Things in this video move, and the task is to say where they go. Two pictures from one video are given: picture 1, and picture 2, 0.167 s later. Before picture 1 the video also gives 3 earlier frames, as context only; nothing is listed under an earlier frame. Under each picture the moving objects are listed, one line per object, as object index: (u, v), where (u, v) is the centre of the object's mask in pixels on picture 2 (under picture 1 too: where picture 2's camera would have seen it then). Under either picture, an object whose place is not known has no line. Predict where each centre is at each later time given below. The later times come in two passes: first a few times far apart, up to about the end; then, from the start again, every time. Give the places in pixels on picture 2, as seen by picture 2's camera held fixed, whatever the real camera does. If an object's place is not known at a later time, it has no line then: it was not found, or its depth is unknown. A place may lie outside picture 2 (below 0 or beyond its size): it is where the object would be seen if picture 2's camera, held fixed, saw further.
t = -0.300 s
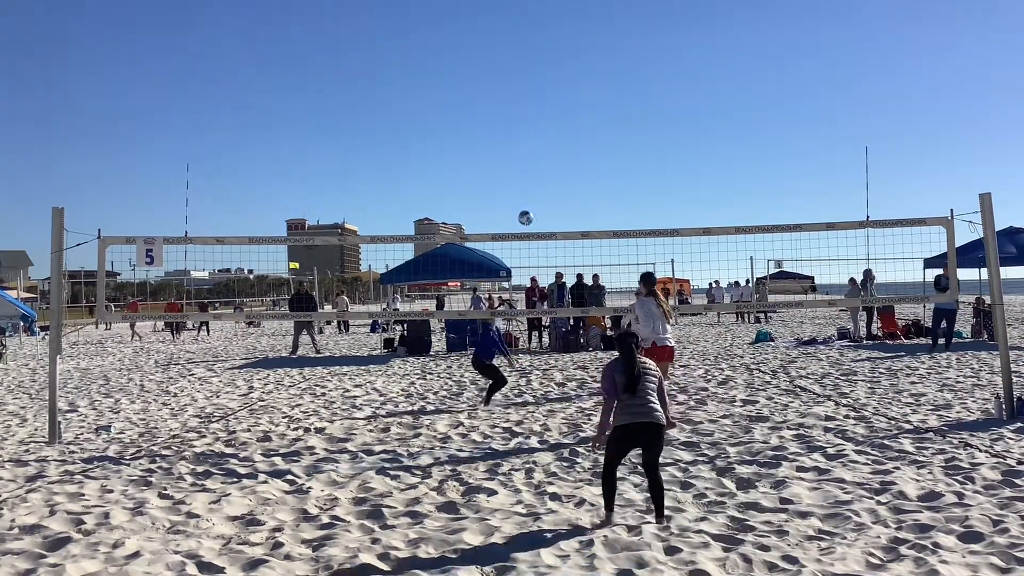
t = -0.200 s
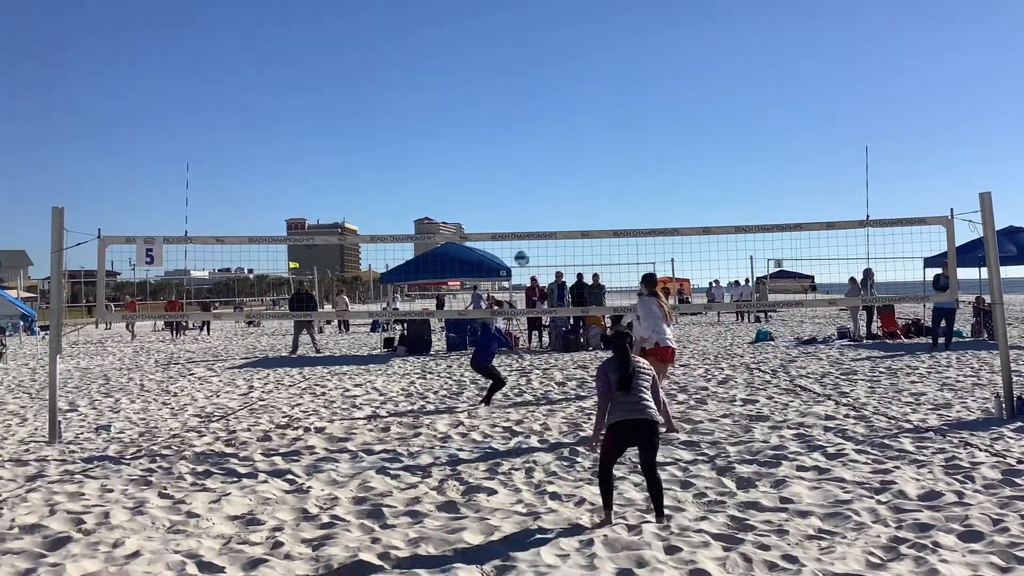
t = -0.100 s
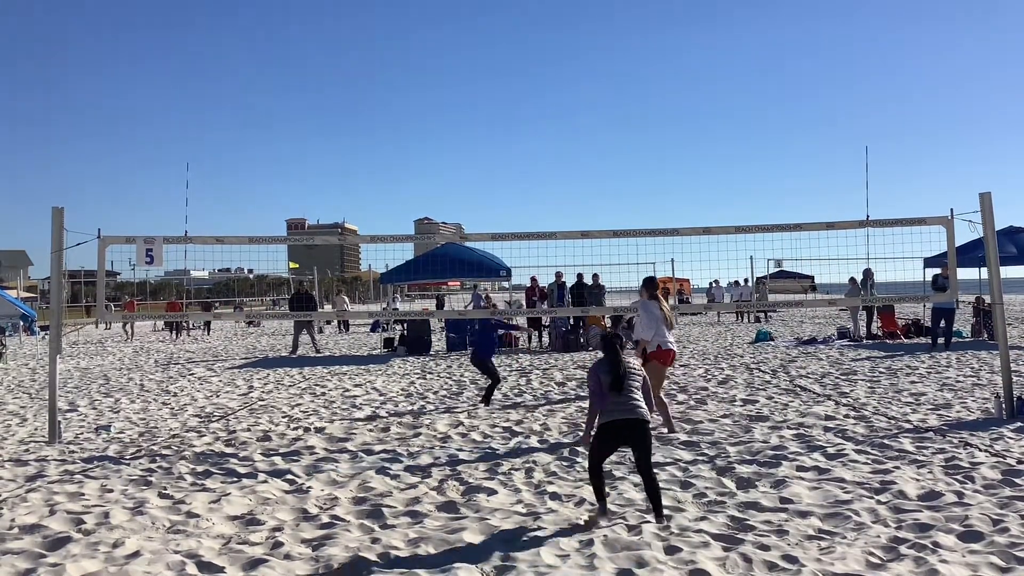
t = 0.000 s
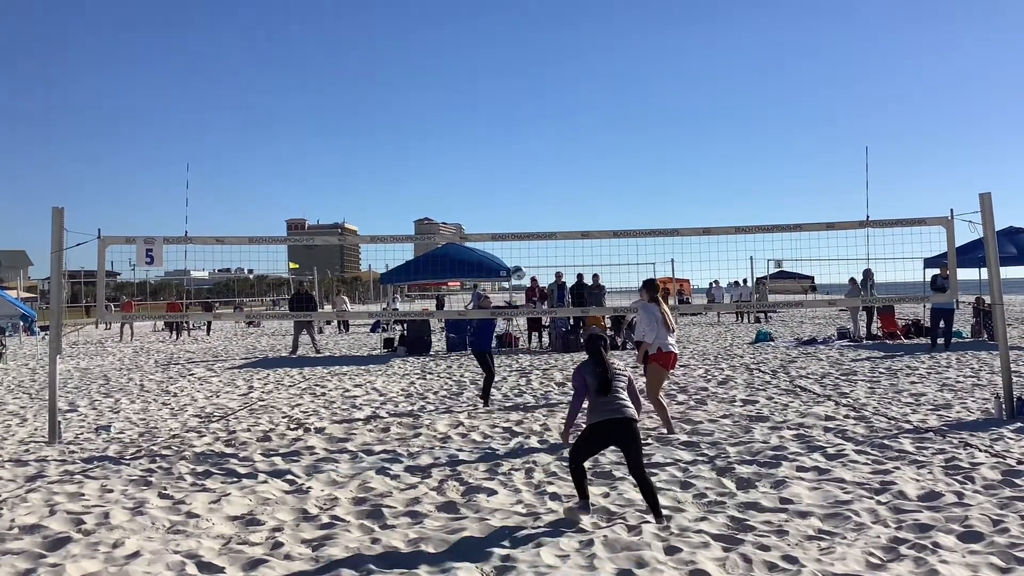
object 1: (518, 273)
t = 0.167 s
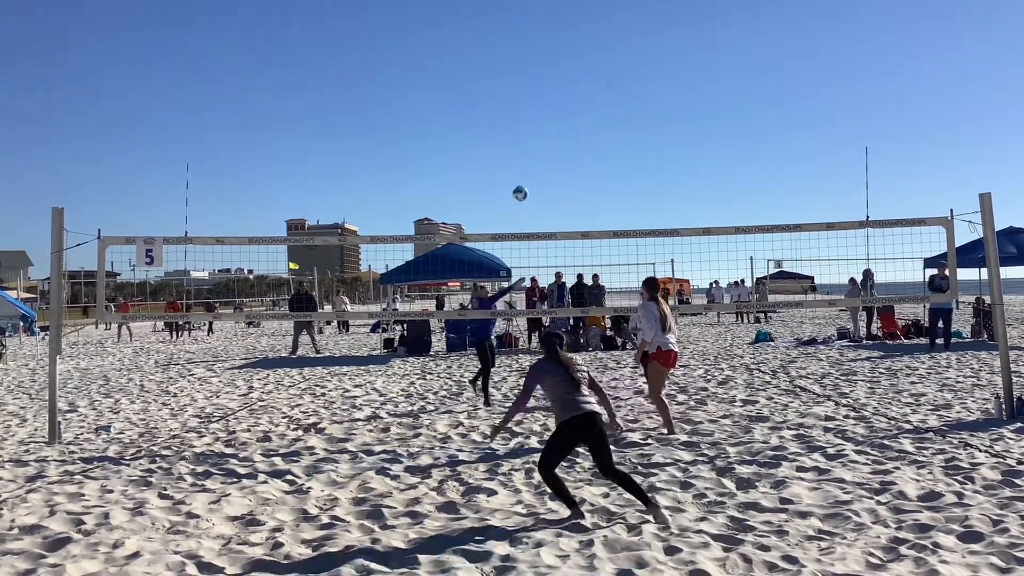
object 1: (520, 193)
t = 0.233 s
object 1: (521, 167)
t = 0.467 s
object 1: (527, 99)
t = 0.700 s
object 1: (536, 69)
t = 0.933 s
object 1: (548, 78)
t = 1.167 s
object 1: (562, 129)
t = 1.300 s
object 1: (572, 177)
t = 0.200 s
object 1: (521, 180)
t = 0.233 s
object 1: (521, 167)
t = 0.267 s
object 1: (522, 155)
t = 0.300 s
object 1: (522, 144)
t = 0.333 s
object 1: (524, 133)
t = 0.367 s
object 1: (525, 124)
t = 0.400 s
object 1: (526, 114)
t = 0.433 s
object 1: (526, 106)
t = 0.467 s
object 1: (527, 99)
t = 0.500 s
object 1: (529, 92)
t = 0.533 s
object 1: (530, 86)
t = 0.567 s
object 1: (531, 81)
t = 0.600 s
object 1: (533, 77)
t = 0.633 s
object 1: (534, 74)
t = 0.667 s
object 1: (535, 71)
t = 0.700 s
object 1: (536, 69)
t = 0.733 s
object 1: (538, 68)
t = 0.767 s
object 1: (539, 68)
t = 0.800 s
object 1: (540, 68)
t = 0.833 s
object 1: (543, 70)
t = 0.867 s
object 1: (544, 72)
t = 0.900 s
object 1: (546, 75)
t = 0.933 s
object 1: (548, 78)
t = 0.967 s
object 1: (550, 83)
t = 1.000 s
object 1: (552, 89)
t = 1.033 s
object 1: (554, 95)
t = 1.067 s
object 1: (556, 102)
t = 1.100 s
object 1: (558, 110)
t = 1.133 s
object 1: (560, 119)
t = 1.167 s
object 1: (562, 129)
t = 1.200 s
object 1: (565, 140)
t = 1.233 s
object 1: (567, 151)
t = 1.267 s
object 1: (570, 163)
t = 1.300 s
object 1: (572, 177)
